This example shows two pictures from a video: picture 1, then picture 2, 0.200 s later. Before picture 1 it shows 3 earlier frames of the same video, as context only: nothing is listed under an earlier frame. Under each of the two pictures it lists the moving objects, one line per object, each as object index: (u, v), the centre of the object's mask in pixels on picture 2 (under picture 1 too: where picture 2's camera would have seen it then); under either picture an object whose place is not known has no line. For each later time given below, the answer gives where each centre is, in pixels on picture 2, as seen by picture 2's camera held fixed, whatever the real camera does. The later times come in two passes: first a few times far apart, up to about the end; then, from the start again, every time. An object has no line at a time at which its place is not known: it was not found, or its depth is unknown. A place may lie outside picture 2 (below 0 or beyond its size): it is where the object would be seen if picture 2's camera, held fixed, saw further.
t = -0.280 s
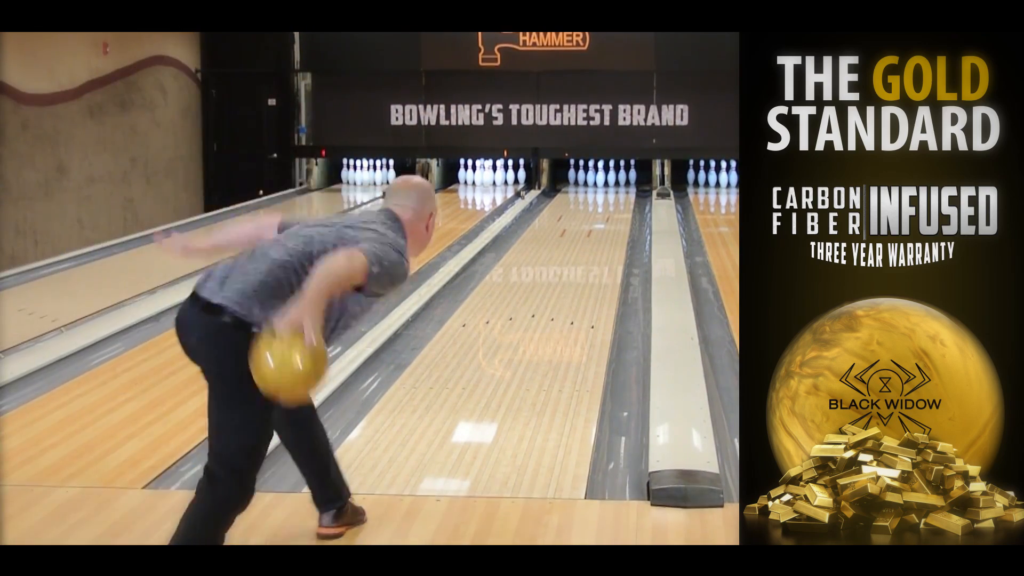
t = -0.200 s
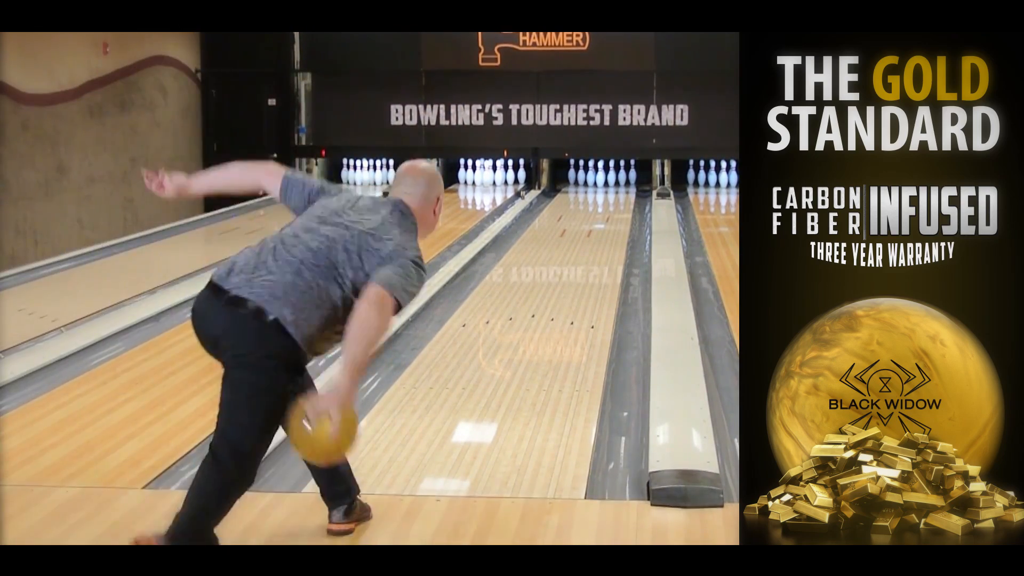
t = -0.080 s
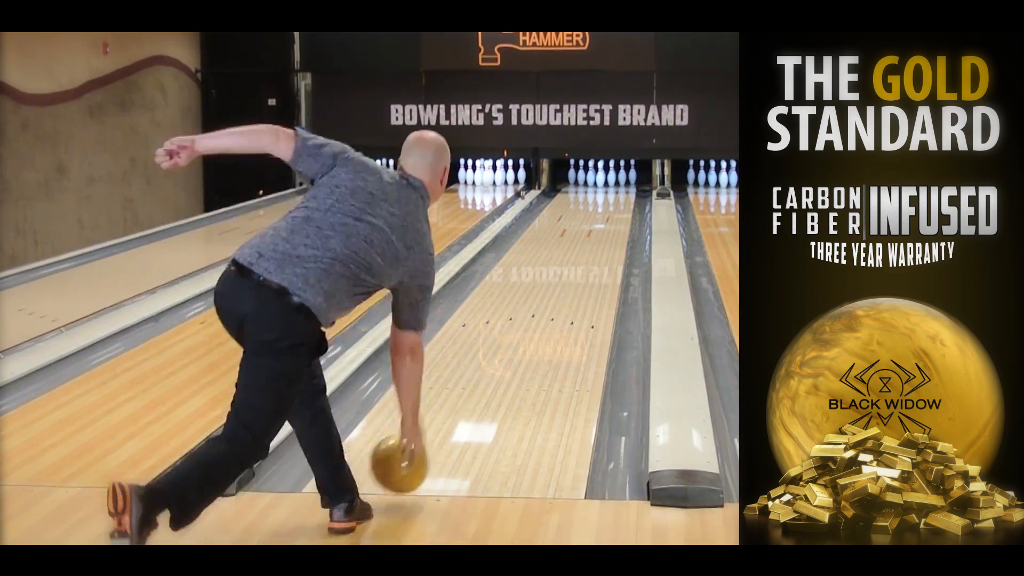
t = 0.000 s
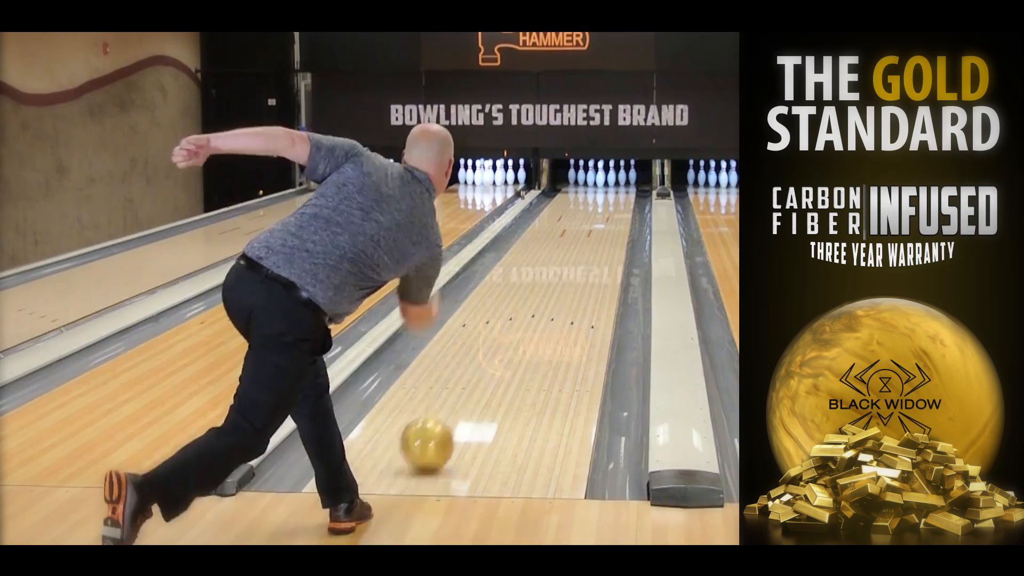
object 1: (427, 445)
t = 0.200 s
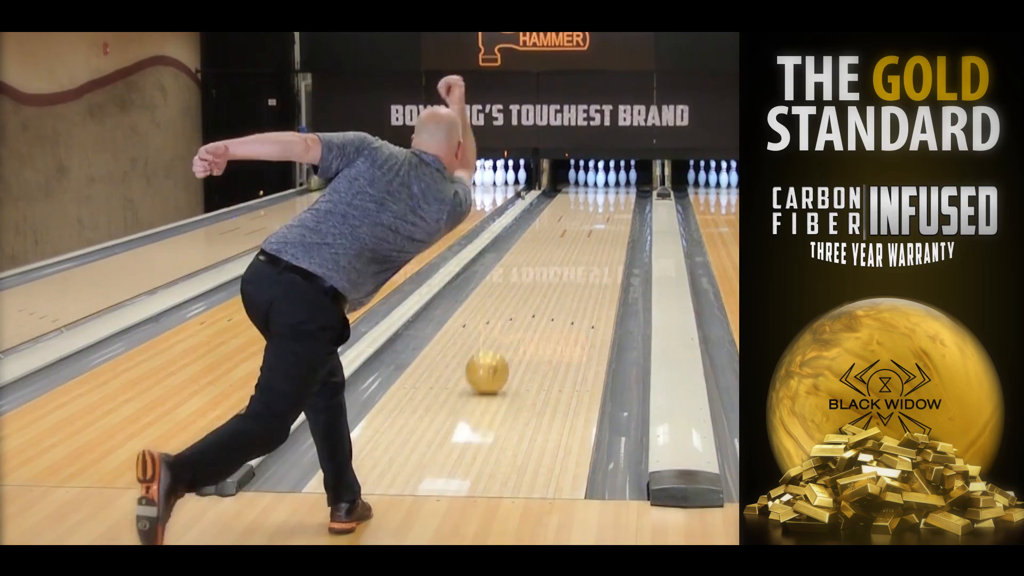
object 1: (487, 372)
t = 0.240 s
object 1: (499, 359)
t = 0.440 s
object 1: (535, 316)
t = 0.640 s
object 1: (561, 284)
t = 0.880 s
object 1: (582, 257)
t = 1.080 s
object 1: (596, 238)
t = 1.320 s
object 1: (609, 221)
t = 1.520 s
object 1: (615, 211)
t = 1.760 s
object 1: (619, 199)
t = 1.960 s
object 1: (617, 191)
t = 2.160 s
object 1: (612, 185)
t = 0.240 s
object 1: (499, 359)
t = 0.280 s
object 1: (506, 351)
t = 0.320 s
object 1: (516, 339)
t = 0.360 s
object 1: (521, 332)
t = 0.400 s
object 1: (527, 325)
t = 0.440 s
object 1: (535, 316)
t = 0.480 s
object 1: (540, 310)
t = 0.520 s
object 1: (546, 301)
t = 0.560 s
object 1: (551, 296)
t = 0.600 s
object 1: (555, 291)
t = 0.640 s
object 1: (561, 284)
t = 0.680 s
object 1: (564, 280)
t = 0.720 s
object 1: (569, 273)
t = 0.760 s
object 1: (572, 269)
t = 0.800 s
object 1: (575, 265)
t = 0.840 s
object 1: (580, 260)
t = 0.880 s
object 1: (582, 257)
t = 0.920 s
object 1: (586, 252)
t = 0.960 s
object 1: (588, 249)
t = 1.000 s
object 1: (591, 246)
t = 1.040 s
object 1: (594, 241)
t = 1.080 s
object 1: (596, 238)
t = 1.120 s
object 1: (599, 235)
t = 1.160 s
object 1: (600, 233)
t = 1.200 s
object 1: (603, 230)
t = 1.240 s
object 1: (605, 226)
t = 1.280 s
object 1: (606, 224)
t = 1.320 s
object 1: (609, 221)
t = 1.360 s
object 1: (610, 219)
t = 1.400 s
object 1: (611, 217)
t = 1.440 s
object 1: (613, 215)
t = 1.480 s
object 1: (614, 212)
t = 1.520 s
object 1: (615, 211)
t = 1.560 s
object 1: (617, 208)
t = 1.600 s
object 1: (618, 206)
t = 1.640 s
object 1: (618, 204)
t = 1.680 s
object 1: (618, 203)
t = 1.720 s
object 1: (619, 201)
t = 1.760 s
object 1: (619, 199)
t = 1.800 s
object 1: (619, 197)
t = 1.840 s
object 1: (619, 195)
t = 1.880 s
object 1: (618, 194)
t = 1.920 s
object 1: (618, 193)
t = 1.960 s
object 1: (617, 191)
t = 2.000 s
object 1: (617, 190)
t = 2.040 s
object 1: (616, 188)
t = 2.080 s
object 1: (615, 187)
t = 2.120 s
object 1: (613, 186)
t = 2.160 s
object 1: (612, 185)
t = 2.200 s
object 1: (611, 184)
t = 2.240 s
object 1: (609, 183)
